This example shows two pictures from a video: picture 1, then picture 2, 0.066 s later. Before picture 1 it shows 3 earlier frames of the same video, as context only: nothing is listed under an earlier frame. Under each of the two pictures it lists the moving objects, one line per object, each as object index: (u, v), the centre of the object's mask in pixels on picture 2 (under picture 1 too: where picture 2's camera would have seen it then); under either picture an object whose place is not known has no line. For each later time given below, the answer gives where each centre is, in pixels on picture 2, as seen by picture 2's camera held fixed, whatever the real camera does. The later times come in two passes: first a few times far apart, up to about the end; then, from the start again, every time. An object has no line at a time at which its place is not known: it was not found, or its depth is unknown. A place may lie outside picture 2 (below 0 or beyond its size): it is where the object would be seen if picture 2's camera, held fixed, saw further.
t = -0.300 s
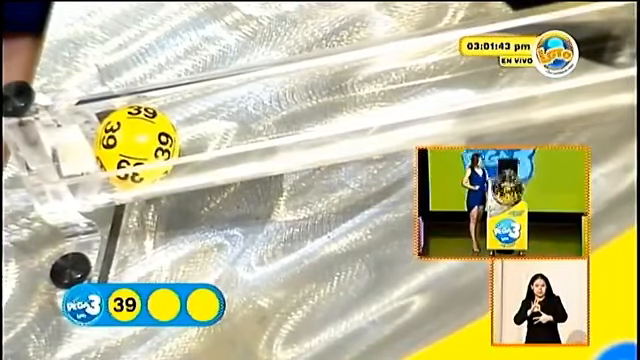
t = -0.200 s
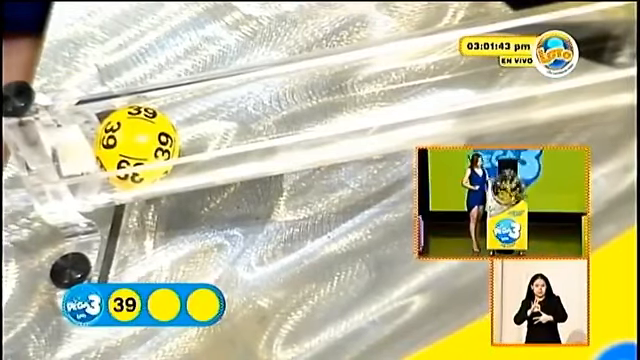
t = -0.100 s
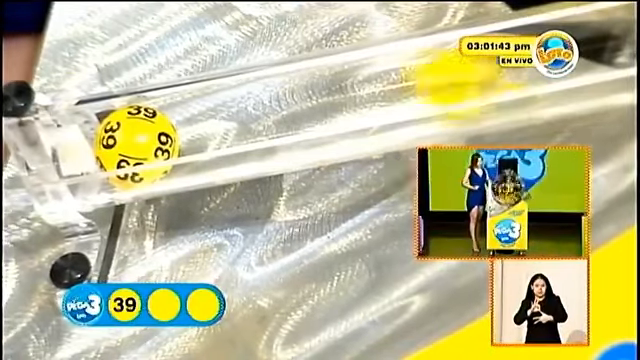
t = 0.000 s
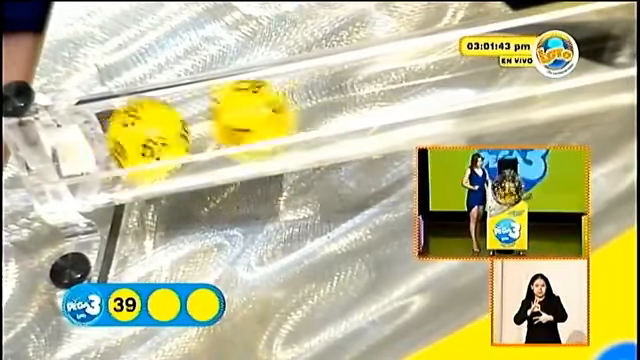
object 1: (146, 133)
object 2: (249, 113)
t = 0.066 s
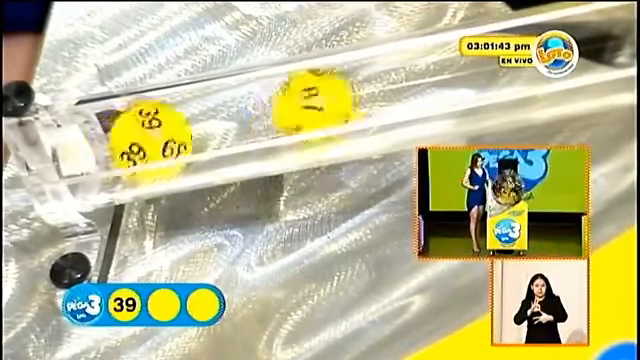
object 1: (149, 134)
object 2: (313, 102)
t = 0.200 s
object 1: (135, 138)
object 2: (361, 94)
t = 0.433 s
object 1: (134, 138)
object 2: (292, 107)
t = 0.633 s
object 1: (135, 138)
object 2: (219, 122)
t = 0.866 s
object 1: (133, 138)
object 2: (210, 124)
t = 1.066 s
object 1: (133, 138)
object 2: (210, 124)
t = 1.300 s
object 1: (132, 138)
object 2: (210, 124)
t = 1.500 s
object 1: (132, 138)
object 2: (210, 124)
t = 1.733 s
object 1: (133, 138)
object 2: (210, 124)
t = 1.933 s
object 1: (133, 138)
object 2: (210, 124)
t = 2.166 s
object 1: (133, 138)
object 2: (210, 124)
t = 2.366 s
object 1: (134, 138)
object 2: (211, 124)
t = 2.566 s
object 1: (134, 138)
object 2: (212, 124)
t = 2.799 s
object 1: (133, 137)
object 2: (211, 124)
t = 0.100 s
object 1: (145, 135)
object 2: (337, 98)
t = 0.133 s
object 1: (140, 136)
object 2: (351, 101)
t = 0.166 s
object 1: (136, 137)
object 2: (357, 95)
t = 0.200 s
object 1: (135, 138)
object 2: (361, 94)
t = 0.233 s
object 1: (134, 138)
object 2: (357, 95)
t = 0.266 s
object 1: (134, 138)
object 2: (351, 97)
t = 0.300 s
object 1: (134, 138)
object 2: (345, 97)
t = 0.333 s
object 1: (134, 138)
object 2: (335, 99)
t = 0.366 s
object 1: (134, 138)
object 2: (323, 101)
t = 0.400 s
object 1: (134, 138)
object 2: (310, 104)
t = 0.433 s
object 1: (134, 138)
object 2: (292, 107)
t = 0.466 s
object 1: (134, 138)
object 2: (271, 112)
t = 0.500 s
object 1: (134, 138)
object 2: (248, 116)
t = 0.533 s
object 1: (134, 138)
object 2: (226, 121)
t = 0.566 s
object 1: (132, 136)
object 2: (213, 123)
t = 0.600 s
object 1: (135, 137)
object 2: (219, 123)
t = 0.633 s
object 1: (135, 138)
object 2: (219, 122)
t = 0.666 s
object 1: (133, 138)
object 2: (213, 124)
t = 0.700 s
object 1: (133, 137)
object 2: (211, 124)
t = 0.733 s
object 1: (132, 138)
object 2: (210, 124)
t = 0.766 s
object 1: (132, 138)
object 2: (210, 124)
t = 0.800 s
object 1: (132, 138)
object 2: (210, 124)
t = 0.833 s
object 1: (132, 138)
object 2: (210, 124)
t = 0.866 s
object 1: (133, 138)
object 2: (210, 124)
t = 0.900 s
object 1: (132, 138)
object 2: (210, 124)
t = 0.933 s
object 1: (133, 138)
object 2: (210, 124)
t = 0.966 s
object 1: (132, 138)
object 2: (210, 124)
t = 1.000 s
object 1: (133, 138)
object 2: (210, 124)
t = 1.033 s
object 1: (132, 138)
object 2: (210, 124)
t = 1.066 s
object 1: (133, 138)
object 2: (210, 124)
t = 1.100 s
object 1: (132, 138)
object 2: (210, 124)
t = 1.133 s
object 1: (133, 138)
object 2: (210, 124)
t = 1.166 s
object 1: (132, 138)
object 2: (210, 124)
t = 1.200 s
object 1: (133, 138)
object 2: (210, 124)
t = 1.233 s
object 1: (132, 138)
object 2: (210, 124)
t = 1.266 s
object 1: (133, 138)
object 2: (210, 124)
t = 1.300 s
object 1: (132, 138)
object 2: (210, 124)
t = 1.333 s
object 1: (133, 138)
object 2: (210, 124)
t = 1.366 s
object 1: (132, 138)
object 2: (210, 124)
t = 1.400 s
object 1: (133, 138)
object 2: (210, 124)
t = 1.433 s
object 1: (132, 138)
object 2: (210, 124)
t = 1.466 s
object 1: (133, 138)
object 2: (210, 124)
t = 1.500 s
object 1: (132, 138)
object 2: (210, 124)
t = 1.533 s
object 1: (133, 138)
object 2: (210, 124)
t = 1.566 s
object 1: (132, 138)
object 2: (210, 124)
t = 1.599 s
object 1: (133, 138)
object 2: (210, 124)
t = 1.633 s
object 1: (132, 138)
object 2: (210, 124)
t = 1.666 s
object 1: (133, 138)
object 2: (210, 124)
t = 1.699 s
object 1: (133, 138)
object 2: (210, 124)
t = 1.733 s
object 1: (133, 138)
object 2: (210, 124)
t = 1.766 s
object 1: (133, 138)
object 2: (210, 124)
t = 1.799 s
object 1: (133, 138)
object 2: (210, 124)
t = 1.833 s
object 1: (133, 138)
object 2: (210, 124)
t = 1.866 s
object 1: (133, 138)
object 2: (210, 124)
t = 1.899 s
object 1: (133, 138)
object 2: (210, 124)
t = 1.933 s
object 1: (133, 138)
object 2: (210, 124)
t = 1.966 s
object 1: (133, 138)
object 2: (210, 124)
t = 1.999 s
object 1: (133, 138)
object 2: (210, 124)
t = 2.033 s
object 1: (133, 138)
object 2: (210, 124)
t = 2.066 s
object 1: (133, 138)
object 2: (210, 124)
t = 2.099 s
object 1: (133, 138)
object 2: (210, 124)
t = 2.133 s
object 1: (133, 138)
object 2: (210, 124)
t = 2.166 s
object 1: (133, 138)
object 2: (210, 124)
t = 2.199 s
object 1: (133, 138)
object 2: (210, 124)
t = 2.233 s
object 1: (133, 138)
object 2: (211, 124)
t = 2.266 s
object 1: (133, 138)
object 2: (211, 124)
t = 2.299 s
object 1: (134, 138)
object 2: (211, 124)
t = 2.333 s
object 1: (134, 138)
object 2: (211, 124)
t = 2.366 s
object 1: (134, 138)
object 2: (211, 124)
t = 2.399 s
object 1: (134, 138)
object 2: (211, 124)
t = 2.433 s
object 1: (134, 138)
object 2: (211, 124)
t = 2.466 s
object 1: (134, 138)
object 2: (211, 124)
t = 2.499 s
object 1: (134, 138)
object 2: (211, 124)
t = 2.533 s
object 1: (134, 138)
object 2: (212, 124)
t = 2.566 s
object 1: (134, 138)
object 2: (212, 124)
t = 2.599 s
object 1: (134, 138)
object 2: (212, 124)
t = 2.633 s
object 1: (134, 138)
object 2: (212, 124)
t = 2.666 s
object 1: (135, 138)
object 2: (212, 124)
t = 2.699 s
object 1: (134, 138)
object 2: (212, 124)
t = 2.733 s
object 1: (134, 138)
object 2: (212, 124)
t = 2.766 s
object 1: (133, 138)
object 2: (211, 124)
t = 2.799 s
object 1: (133, 137)
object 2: (211, 124)
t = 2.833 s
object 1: (132, 138)
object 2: (209, 124)
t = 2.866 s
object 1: (132, 138)
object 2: (209, 124)
